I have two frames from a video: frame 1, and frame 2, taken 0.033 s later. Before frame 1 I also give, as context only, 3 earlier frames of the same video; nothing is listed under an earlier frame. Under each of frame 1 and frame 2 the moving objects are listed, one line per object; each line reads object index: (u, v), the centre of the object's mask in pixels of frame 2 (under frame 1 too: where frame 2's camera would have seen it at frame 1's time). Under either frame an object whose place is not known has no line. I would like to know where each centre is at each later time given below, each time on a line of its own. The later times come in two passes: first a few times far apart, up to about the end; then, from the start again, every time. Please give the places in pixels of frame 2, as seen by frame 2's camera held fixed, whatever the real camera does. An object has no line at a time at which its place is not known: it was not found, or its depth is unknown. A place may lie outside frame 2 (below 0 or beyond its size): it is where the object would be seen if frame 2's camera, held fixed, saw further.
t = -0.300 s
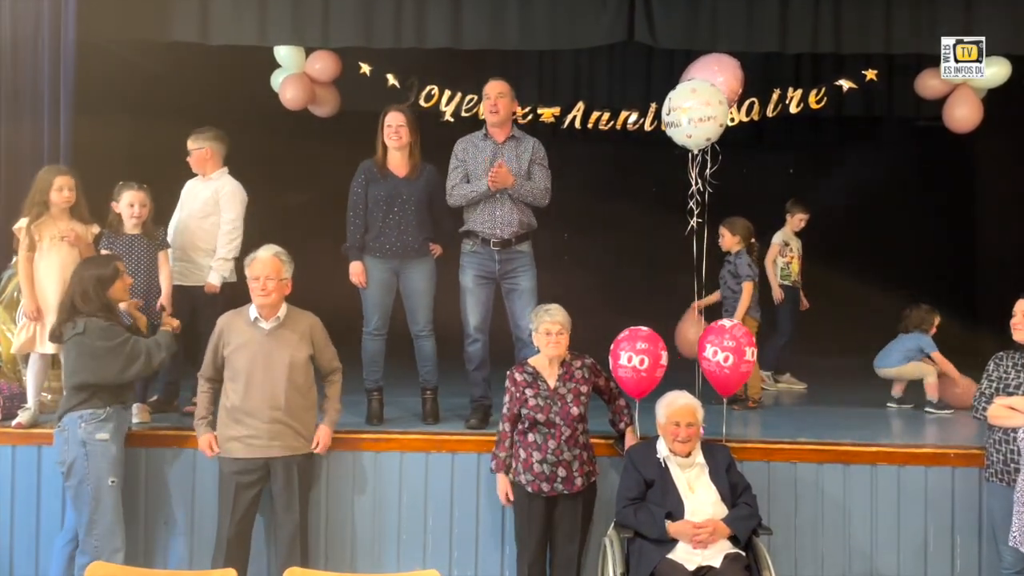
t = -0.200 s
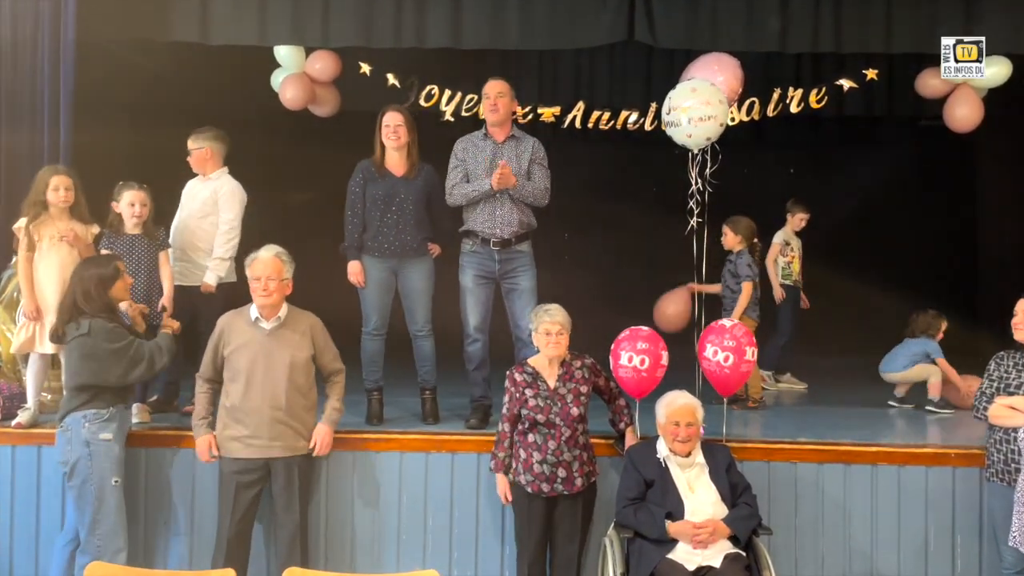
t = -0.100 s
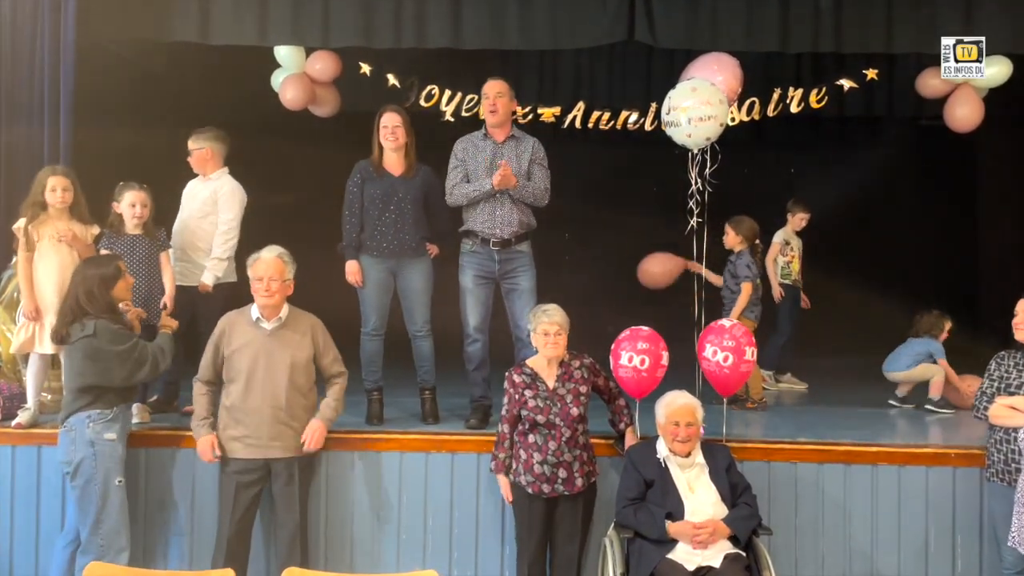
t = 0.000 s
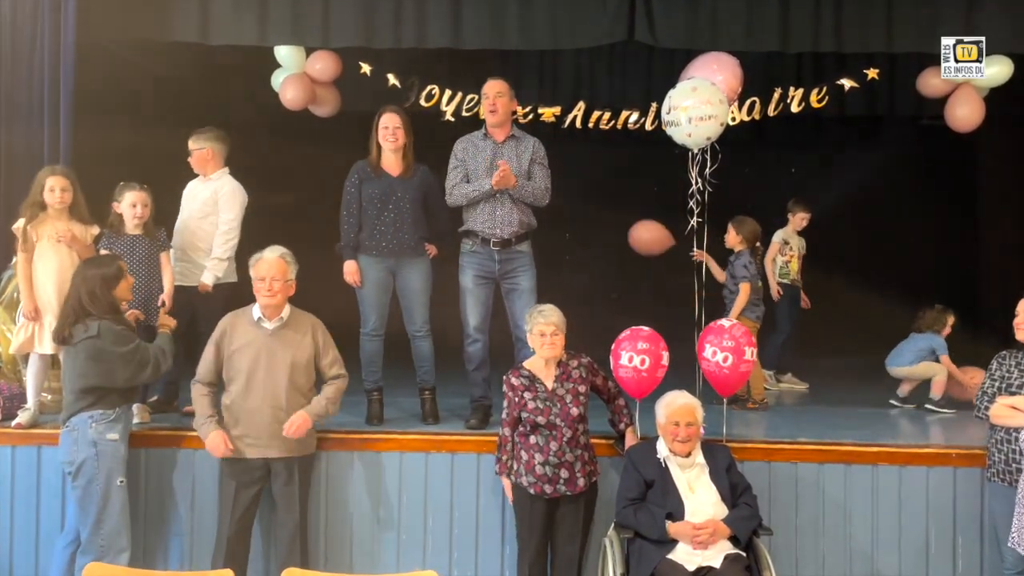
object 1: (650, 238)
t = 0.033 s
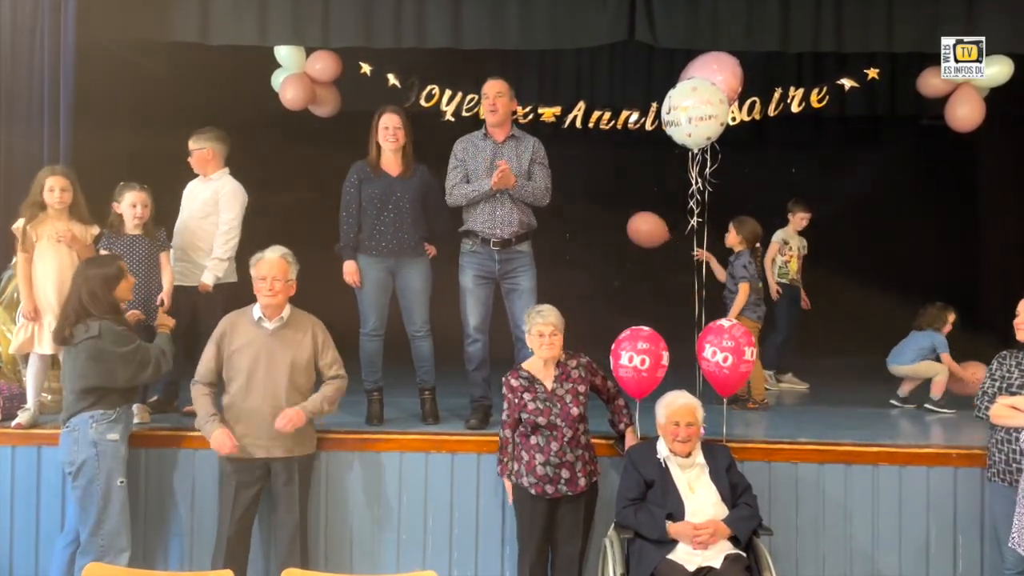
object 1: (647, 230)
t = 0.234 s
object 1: (641, 203)
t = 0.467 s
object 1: (631, 195)
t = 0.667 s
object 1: (616, 196)
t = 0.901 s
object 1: (597, 208)
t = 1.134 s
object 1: (580, 232)
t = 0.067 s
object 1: (645, 223)
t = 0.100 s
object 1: (644, 217)
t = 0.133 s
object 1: (643, 212)
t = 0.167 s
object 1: (642, 209)
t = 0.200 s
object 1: (641, 205)
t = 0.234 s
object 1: (641, 203)
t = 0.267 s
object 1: (640, 201)
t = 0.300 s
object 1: (639, 199)
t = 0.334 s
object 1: (638, 197)
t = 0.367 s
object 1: (636, 196)
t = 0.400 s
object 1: (635, 196)
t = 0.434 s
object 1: (633, 195)
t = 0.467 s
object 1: (631, 195)
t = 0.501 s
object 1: (629, 194)
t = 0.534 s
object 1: (627, 194)
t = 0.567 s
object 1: (624, 195)
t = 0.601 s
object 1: (622, 195)
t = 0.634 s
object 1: (619, 196)
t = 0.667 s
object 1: (616, 196)
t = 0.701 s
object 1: (614, 197)
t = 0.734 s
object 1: (611, 198)
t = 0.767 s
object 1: (608, 200)
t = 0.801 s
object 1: (605, 201)
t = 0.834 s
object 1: (602, 204)
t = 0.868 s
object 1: (599, 205)
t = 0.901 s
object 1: (597, 208)
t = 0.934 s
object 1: (594, 210)
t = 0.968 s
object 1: (592, 213)
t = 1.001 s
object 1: (589, 216)
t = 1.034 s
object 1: (587, 220)
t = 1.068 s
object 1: (585, 223)
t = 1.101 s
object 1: (582, 227)
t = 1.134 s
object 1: (580, 232)
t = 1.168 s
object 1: (578, 236)
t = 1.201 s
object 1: (576, 240)
